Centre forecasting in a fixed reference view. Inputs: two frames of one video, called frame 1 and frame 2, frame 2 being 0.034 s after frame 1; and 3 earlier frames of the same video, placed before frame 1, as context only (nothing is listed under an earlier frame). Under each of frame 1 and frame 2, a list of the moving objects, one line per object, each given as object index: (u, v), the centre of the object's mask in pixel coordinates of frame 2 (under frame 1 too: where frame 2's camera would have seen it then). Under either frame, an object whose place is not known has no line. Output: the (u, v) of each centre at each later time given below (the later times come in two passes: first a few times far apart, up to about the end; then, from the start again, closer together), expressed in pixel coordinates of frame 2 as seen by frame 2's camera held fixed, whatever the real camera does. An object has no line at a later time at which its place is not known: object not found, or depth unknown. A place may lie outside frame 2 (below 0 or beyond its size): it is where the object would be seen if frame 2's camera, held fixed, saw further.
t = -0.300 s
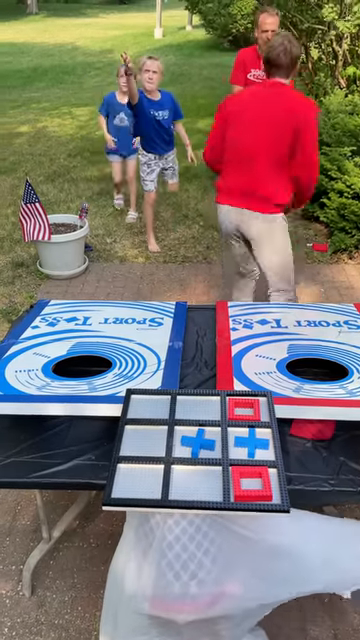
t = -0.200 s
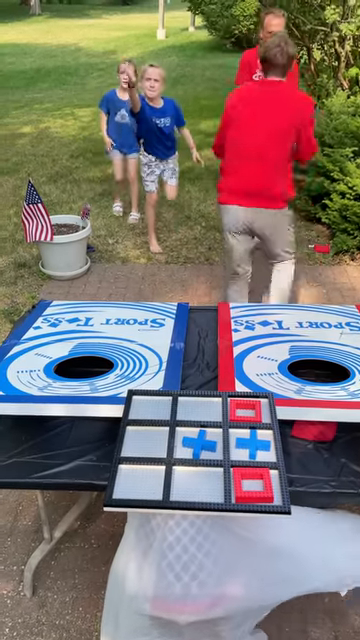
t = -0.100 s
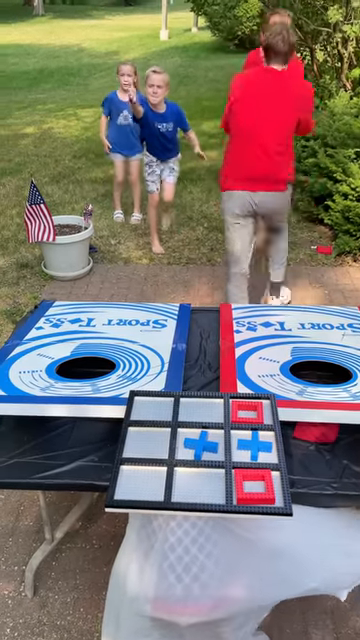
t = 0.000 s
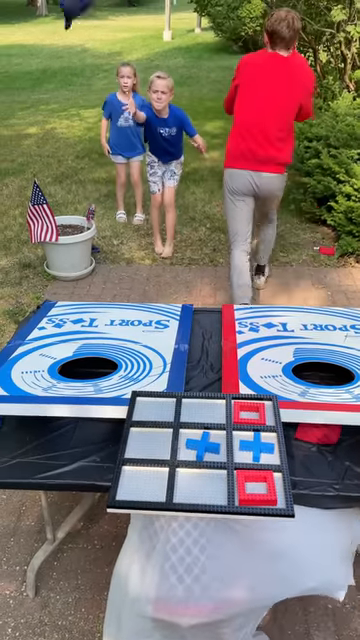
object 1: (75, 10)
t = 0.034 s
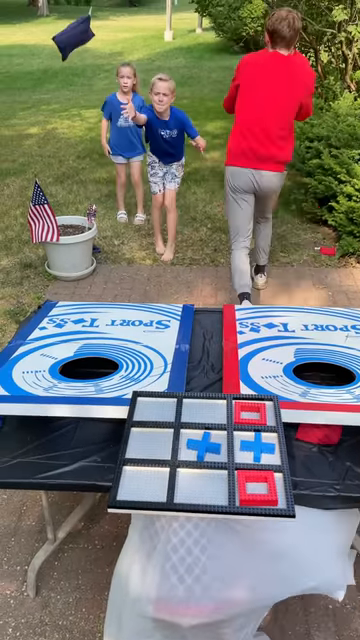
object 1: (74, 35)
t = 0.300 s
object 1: (47, 360)
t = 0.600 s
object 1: (60, 358)
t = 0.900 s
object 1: (60, 358)
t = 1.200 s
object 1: (60, 358)
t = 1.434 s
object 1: (60, 357)
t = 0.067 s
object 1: (70, 74)
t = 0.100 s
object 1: (64, 116)
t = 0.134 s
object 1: (61, 163)
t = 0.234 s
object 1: (50, 317)
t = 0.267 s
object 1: (45, 365)
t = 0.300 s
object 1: (47, 360)
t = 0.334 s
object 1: (50, 356)
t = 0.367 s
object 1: (53, 355)
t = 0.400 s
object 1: (57, 358)
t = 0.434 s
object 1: (59, 358)
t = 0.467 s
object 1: (60, 358)
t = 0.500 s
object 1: (60, 358)
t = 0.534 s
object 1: (60, 358)
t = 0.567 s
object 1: (60, 358)
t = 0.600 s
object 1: (60, 358)
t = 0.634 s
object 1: (60, 358)
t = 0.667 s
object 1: (60, 358)
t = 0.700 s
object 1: (60, 358)
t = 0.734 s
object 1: (60, 358)
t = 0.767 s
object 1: (60, 358)
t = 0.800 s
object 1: (60, 358)
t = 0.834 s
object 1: (60, 358)
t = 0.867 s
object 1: (60, 358)
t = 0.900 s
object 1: (60, 358)
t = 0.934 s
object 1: (60, 358)
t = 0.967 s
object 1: (60, 358)
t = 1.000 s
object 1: (61, 358)
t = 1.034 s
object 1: (60, 358)
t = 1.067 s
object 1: (60, 358)
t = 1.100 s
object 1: (60, 358)
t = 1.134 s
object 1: (60, 358)
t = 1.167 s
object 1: (60, 358)
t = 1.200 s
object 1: (60, 358)
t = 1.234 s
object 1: (60, 358)
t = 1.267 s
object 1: (60, 358)
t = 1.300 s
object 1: (60, 358)
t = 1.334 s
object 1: (60, 358)
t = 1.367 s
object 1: (60, 358)
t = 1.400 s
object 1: (60, 358)
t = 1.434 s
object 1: (60, 357)
